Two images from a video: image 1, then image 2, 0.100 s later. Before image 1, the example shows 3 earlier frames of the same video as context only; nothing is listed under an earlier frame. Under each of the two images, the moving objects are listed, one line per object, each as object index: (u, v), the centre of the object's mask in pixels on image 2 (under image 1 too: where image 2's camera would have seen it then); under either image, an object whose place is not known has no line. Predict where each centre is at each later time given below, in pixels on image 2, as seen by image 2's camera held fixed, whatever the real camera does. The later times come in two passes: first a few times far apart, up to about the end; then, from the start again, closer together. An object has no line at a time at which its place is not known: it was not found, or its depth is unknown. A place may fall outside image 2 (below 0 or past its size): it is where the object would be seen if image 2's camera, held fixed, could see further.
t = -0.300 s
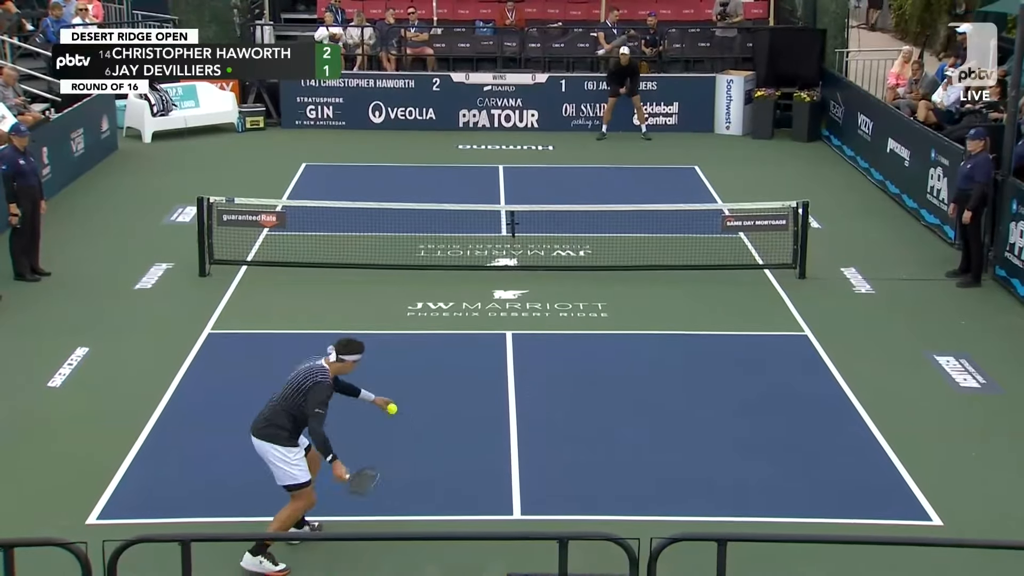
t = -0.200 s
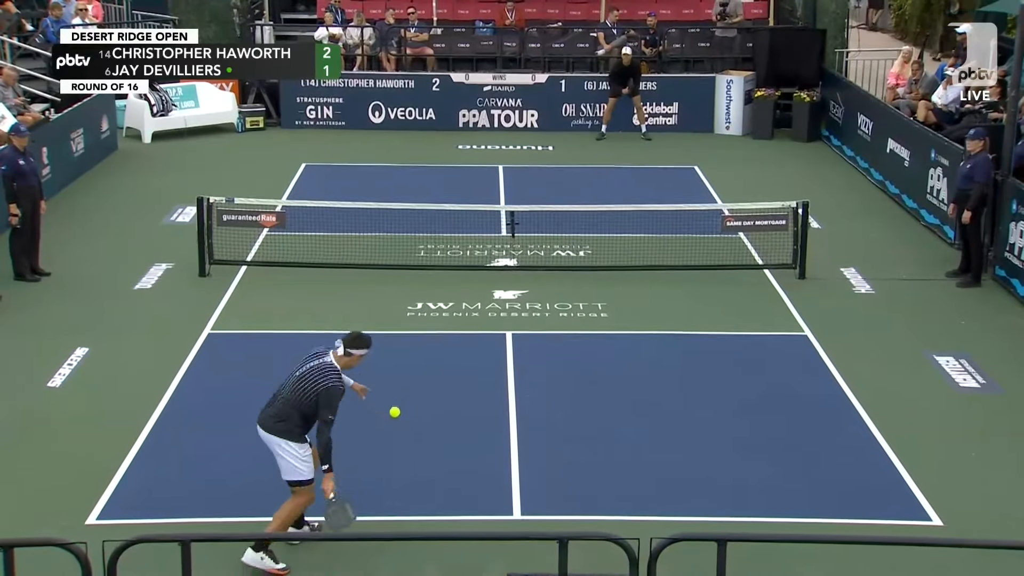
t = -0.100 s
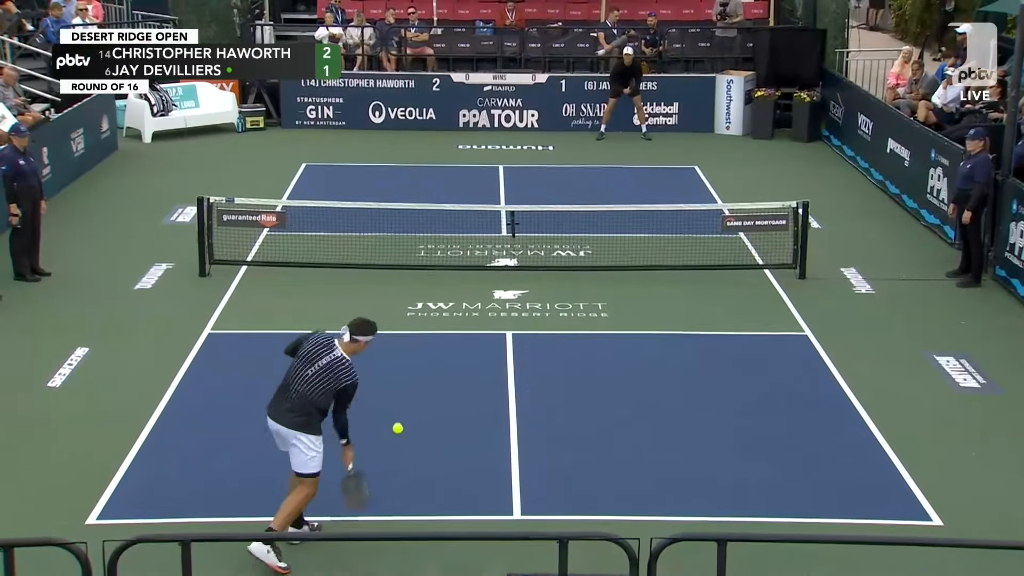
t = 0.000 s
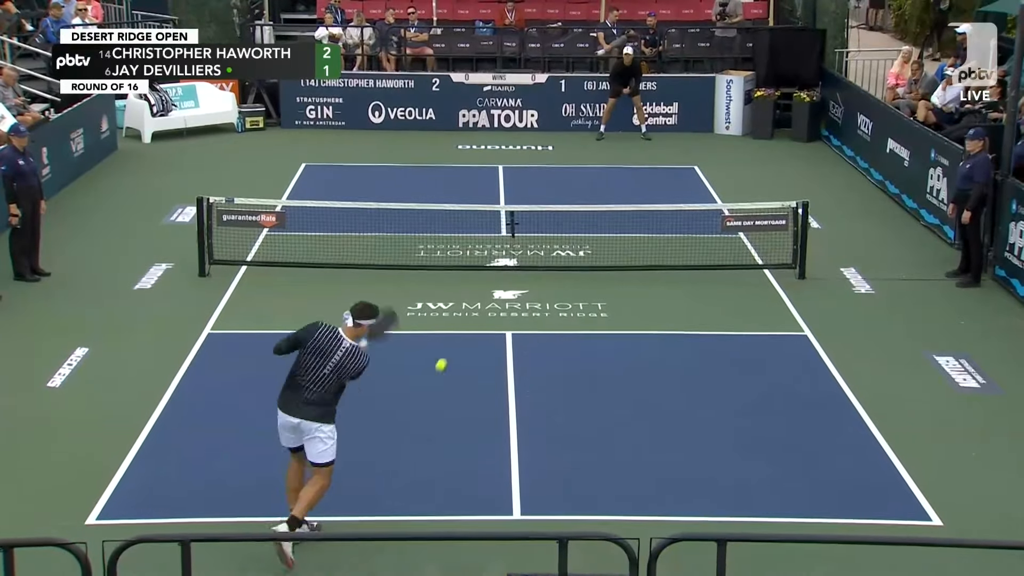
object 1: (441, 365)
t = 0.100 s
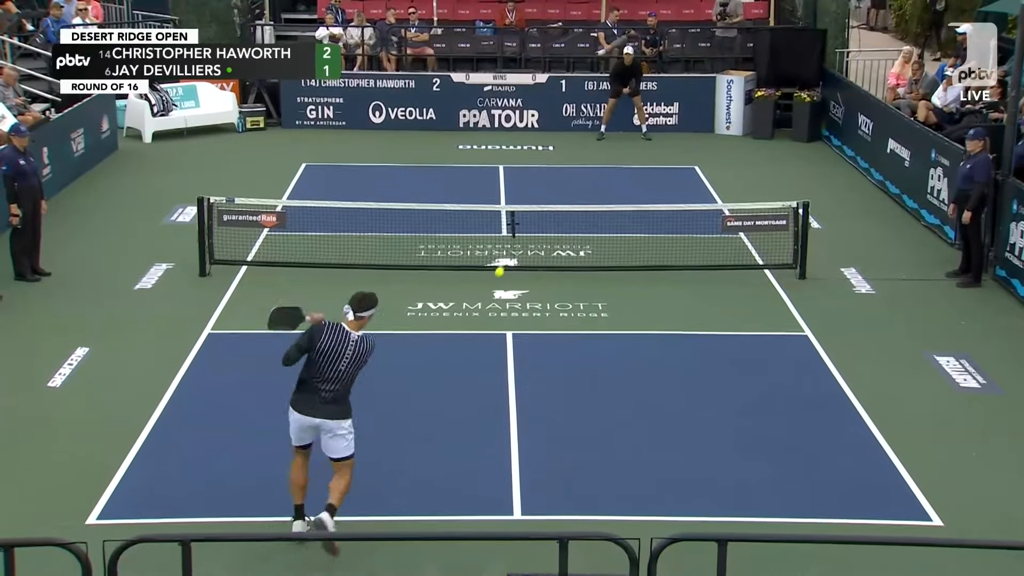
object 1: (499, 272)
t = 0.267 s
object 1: (562, 192)
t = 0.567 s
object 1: (622, 172)
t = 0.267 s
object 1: (562, 192)
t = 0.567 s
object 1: (622, 172)
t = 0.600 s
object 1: (626, 176)
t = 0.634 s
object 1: (630, 180)
